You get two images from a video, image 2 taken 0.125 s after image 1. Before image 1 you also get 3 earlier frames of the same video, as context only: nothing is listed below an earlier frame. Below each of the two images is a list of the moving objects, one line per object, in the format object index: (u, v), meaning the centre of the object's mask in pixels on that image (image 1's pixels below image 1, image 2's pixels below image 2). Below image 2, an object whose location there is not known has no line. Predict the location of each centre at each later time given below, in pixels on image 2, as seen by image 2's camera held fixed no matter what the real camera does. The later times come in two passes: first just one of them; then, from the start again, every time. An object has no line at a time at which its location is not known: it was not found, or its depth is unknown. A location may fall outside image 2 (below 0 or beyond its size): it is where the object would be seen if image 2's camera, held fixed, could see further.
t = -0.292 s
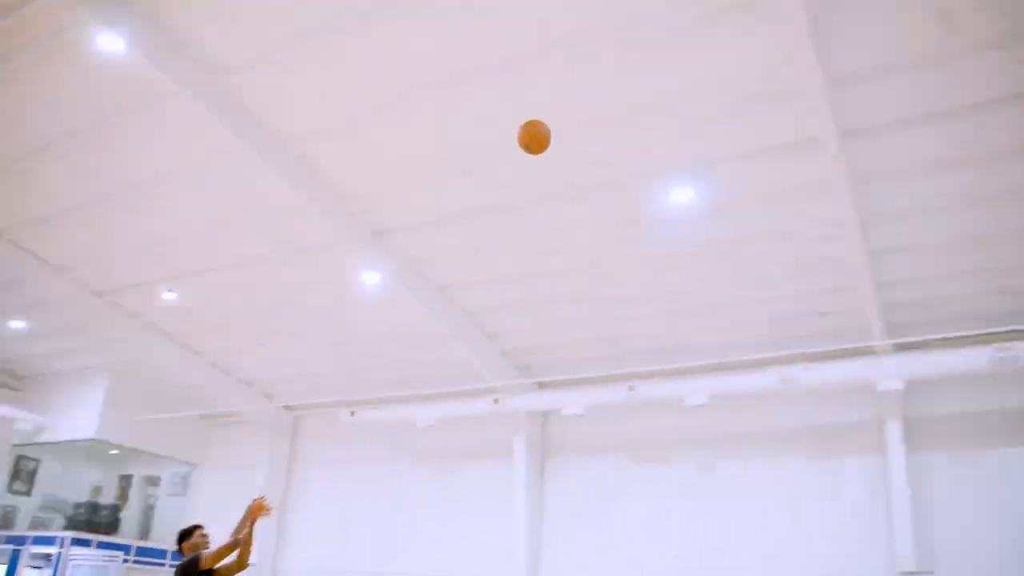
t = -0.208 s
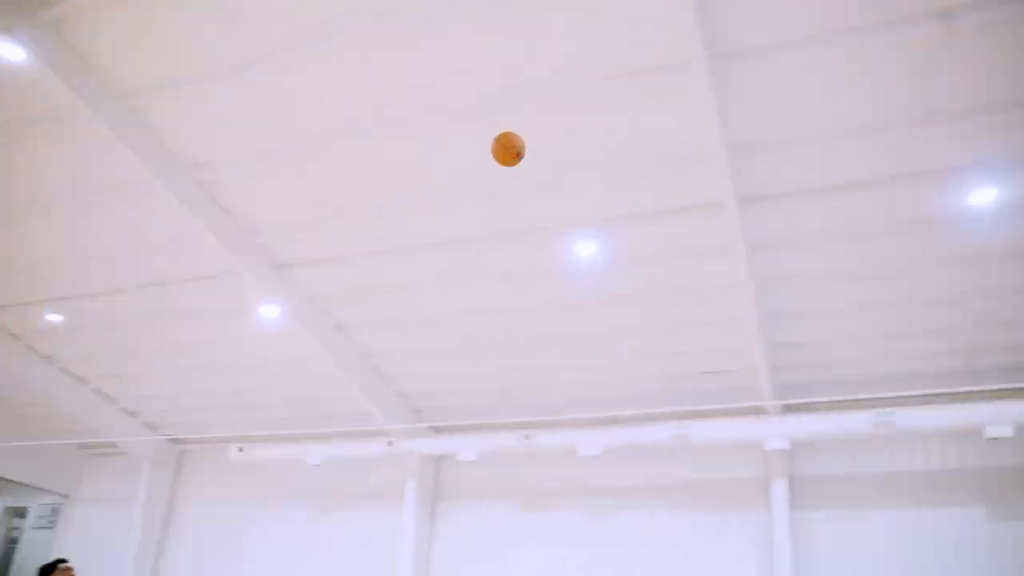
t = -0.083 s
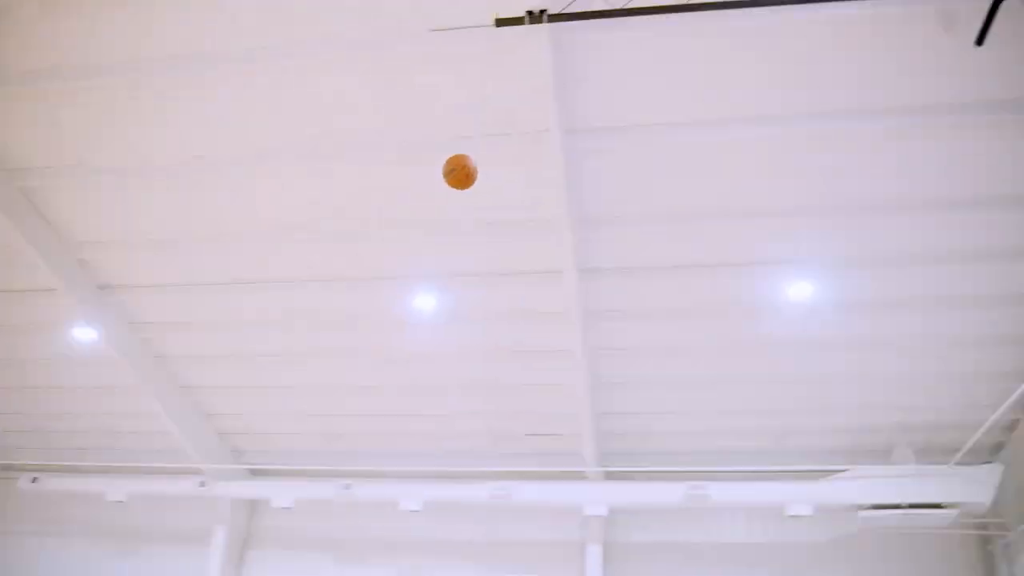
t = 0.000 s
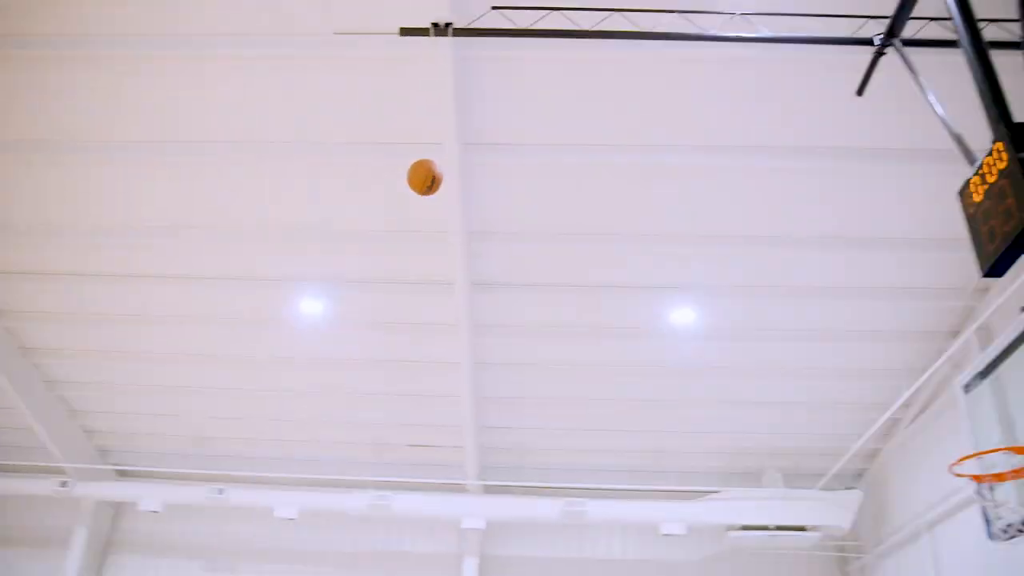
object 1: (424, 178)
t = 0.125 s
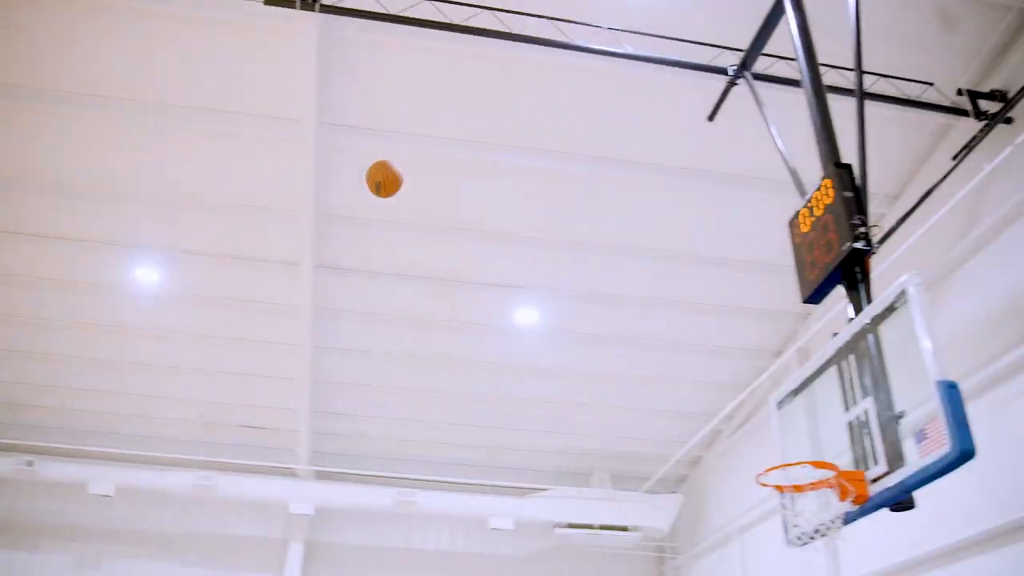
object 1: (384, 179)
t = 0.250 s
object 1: (489, 223)
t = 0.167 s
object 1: (418, 192)
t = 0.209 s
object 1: (454, 205)
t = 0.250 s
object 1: (489, 223)
